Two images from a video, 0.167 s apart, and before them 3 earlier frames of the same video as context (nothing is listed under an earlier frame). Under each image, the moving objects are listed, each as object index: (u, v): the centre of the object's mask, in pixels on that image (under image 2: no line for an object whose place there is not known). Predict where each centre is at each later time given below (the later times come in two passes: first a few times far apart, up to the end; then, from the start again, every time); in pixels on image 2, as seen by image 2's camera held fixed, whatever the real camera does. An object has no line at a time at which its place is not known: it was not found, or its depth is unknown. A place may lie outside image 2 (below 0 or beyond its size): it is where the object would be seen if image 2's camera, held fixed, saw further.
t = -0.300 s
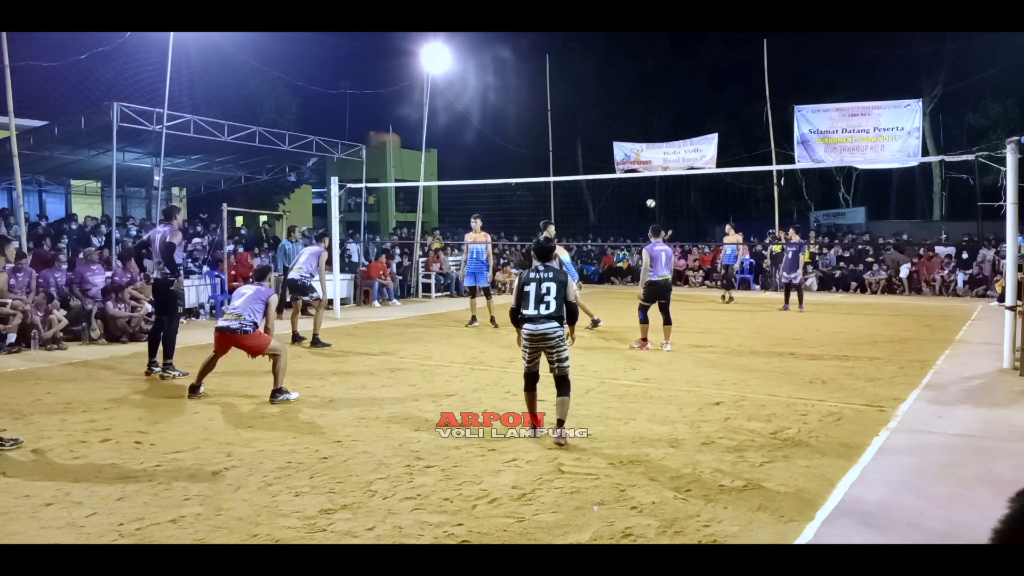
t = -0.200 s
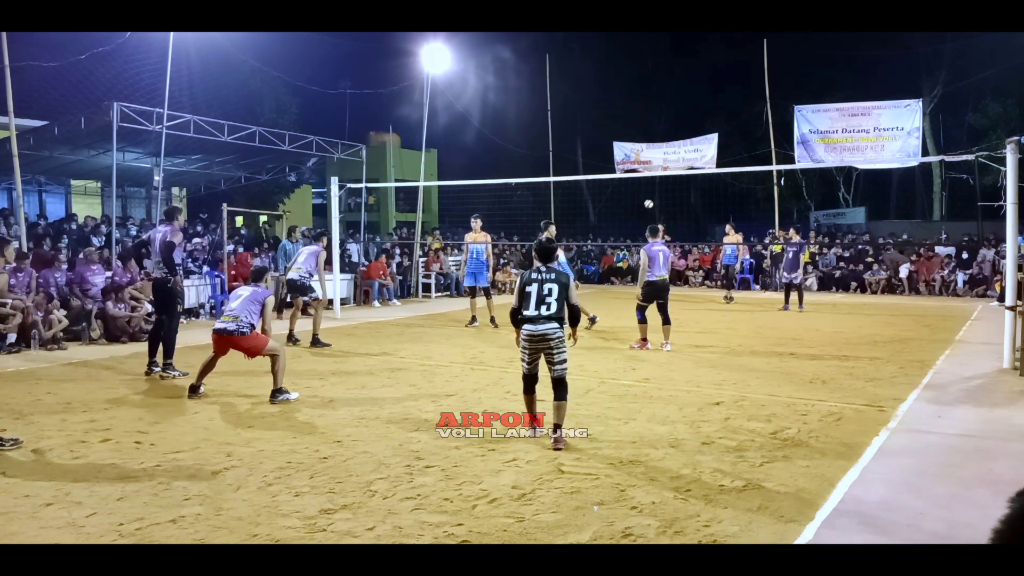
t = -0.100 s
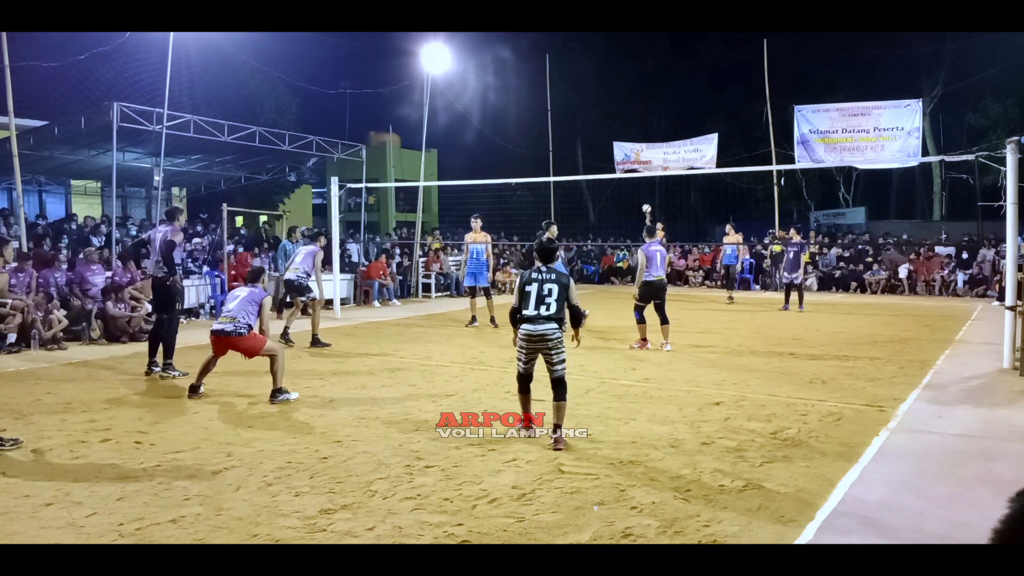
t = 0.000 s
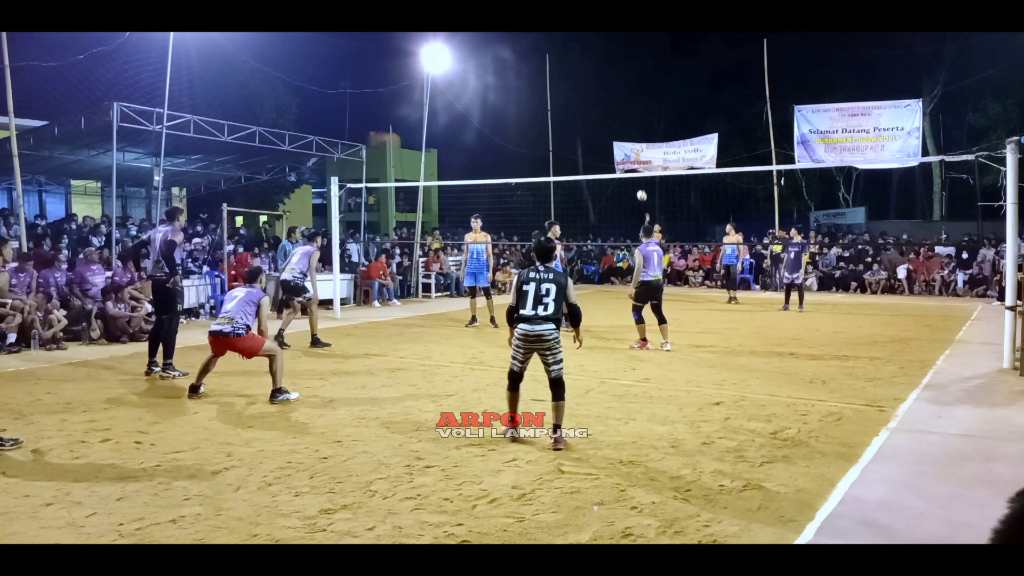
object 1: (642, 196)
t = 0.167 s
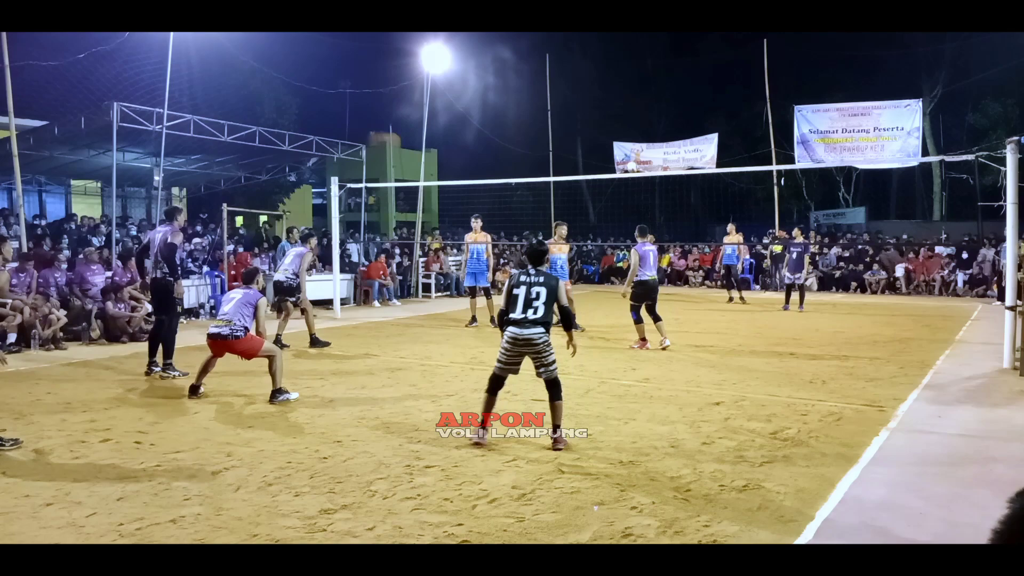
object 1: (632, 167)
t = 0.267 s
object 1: (626, 153)
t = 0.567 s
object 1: (594, 132)
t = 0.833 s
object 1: (542, 165)
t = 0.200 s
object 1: (630, 162)
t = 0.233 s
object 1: (628, 156)
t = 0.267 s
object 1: (626, 153)
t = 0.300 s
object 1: (624, 149)
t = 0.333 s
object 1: (621, 145)
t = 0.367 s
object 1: (619, 142)
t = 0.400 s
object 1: (615, 139)
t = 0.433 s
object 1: (612, 137)
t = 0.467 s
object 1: (608, 135)
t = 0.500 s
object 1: (604, 133)
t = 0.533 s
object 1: (599, 132)
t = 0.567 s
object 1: (594, 132)
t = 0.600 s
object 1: (588, 132)
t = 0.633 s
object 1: (583, 133)
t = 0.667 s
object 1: (577, 136)
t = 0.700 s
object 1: (571, 139)
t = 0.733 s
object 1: (564, 143)
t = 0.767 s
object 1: (557, 149)
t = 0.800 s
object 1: (550, 156)
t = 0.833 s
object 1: (542, 165)
